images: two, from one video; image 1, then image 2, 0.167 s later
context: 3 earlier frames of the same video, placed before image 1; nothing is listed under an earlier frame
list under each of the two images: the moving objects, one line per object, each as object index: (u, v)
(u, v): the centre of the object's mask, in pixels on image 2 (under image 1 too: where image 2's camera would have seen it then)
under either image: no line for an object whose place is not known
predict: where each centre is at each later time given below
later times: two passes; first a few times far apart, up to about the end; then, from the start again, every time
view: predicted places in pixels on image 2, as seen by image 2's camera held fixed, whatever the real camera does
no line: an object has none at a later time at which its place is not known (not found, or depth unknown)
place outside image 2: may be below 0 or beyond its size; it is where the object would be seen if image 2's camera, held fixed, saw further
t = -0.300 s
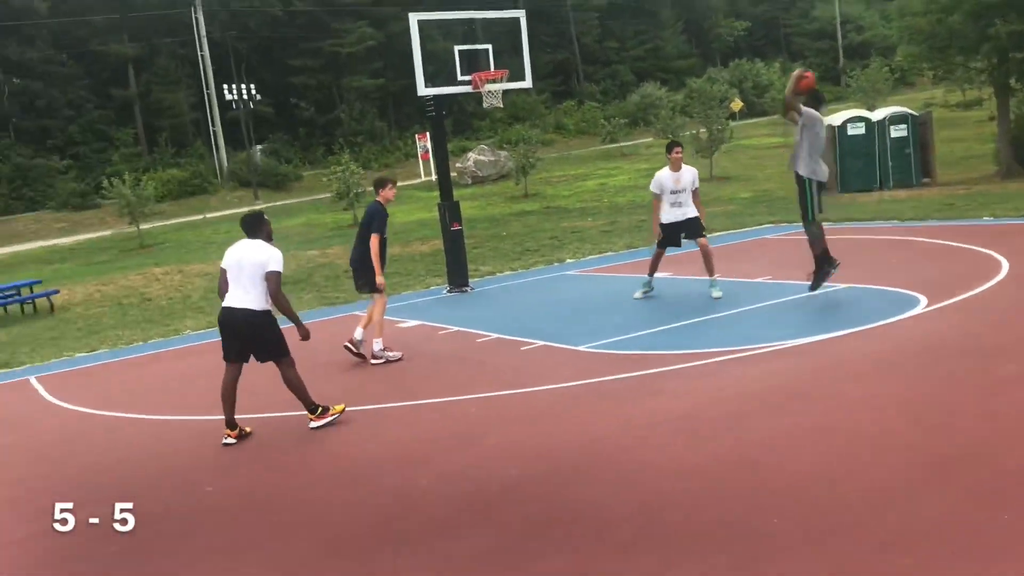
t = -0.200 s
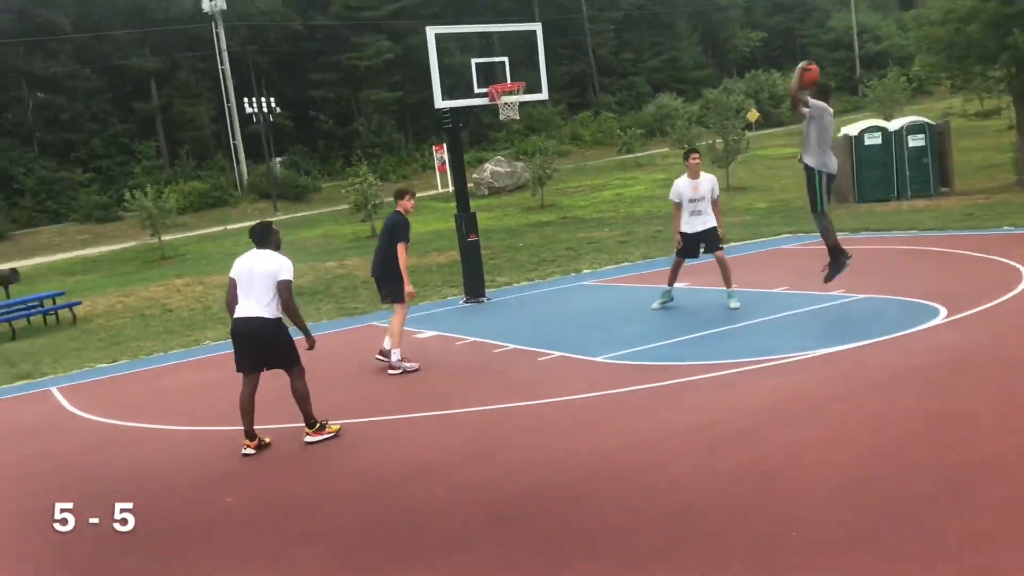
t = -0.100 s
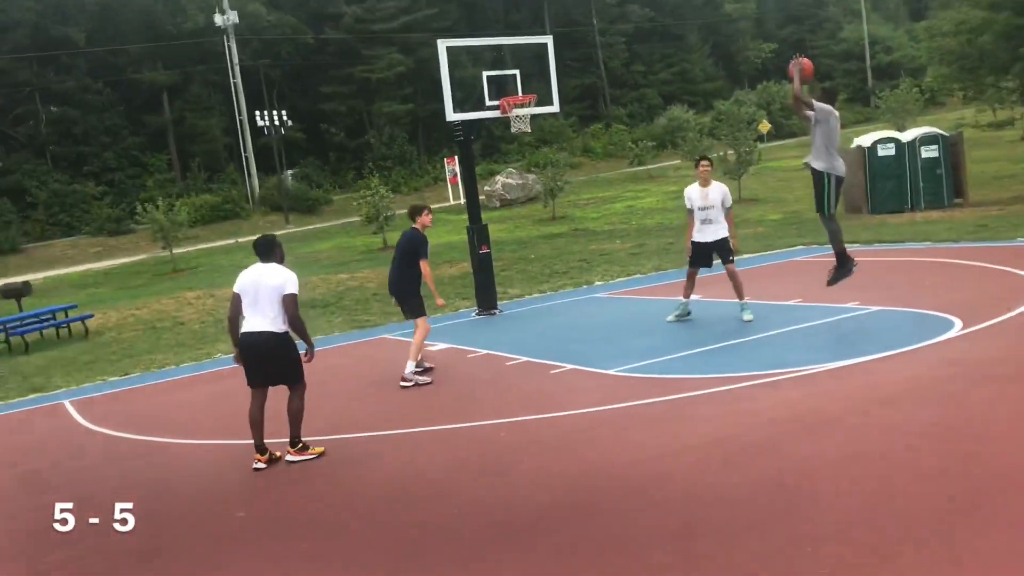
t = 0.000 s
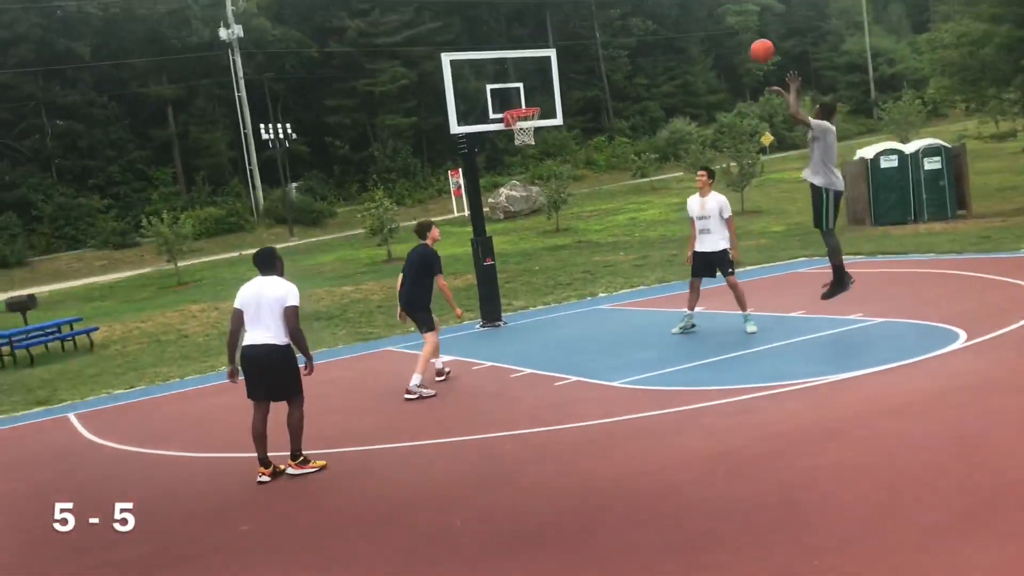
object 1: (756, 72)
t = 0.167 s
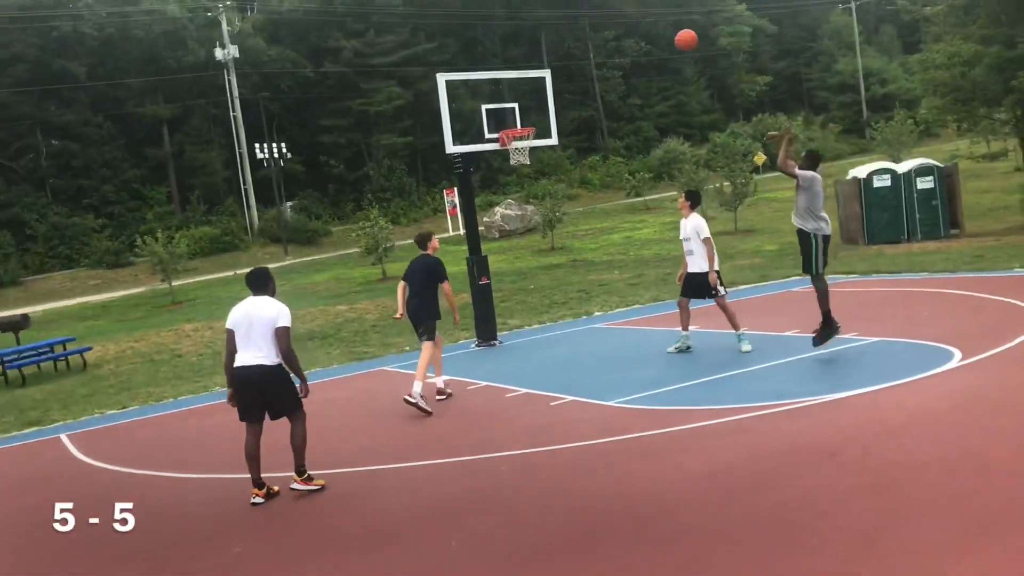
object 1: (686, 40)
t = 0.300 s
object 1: (640, 36)
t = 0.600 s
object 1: (558, 75)
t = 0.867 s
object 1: (511, 149)
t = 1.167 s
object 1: (527, 176)
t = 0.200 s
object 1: (674, 37)
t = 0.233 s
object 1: (662, 35)
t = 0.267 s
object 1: (650, 35)
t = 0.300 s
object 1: (640, 36)
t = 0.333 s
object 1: (629, 36)
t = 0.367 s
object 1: (618, 39)
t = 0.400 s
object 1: (609, 41)
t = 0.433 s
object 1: (599, 45)
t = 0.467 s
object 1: (590, 50)
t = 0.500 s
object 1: (581, 55)
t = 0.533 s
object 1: (573, 62)
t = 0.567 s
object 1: (565, 68)
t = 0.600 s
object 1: (558, 75)
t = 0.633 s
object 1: (550, 83)
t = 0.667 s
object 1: (543, 91)
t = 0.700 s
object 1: (536, 100)
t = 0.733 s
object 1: (529, 110)
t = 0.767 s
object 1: (523, 120)
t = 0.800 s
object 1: (517, 130)
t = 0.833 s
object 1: (511, 142)
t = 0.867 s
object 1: (511, 149)
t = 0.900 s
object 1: (511, 151)
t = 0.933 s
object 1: (513, 151)
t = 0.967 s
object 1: (514, 152)
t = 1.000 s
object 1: (514, 153)
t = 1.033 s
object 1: (518, 156)
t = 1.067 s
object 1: (521, 163)
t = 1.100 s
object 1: (522, 165)
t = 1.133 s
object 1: (524, 171)
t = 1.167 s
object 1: (527, 176)
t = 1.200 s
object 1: (530, 183)
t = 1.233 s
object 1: (532, 190)
